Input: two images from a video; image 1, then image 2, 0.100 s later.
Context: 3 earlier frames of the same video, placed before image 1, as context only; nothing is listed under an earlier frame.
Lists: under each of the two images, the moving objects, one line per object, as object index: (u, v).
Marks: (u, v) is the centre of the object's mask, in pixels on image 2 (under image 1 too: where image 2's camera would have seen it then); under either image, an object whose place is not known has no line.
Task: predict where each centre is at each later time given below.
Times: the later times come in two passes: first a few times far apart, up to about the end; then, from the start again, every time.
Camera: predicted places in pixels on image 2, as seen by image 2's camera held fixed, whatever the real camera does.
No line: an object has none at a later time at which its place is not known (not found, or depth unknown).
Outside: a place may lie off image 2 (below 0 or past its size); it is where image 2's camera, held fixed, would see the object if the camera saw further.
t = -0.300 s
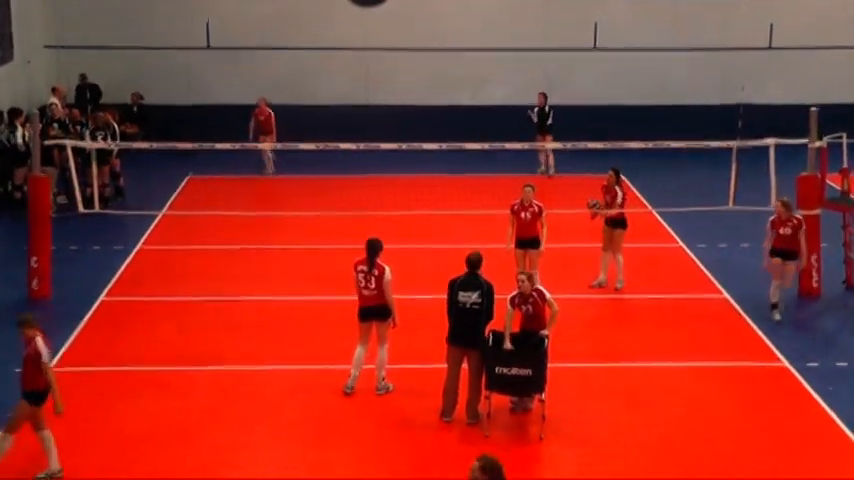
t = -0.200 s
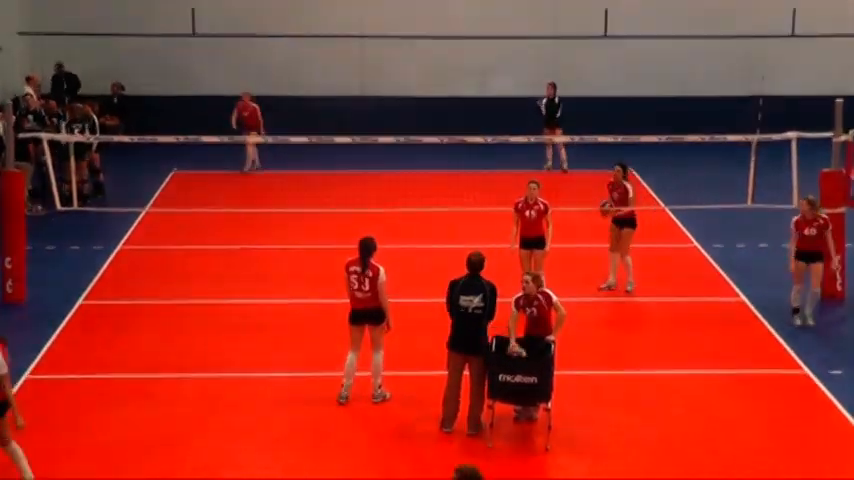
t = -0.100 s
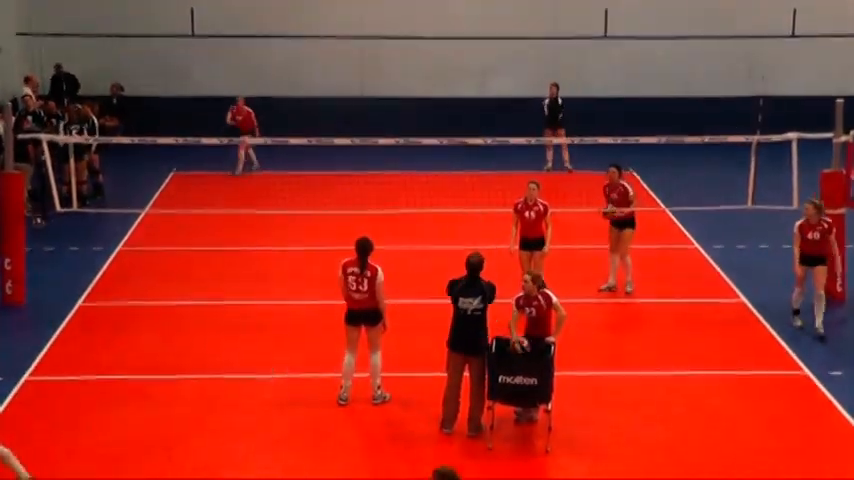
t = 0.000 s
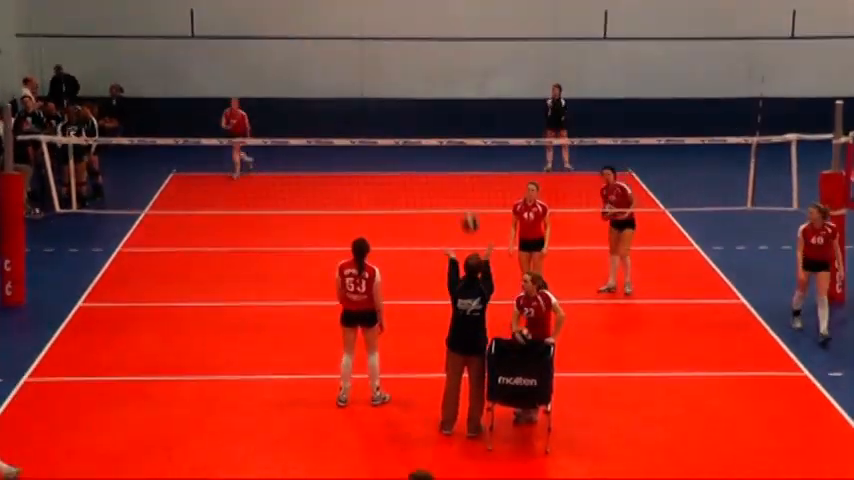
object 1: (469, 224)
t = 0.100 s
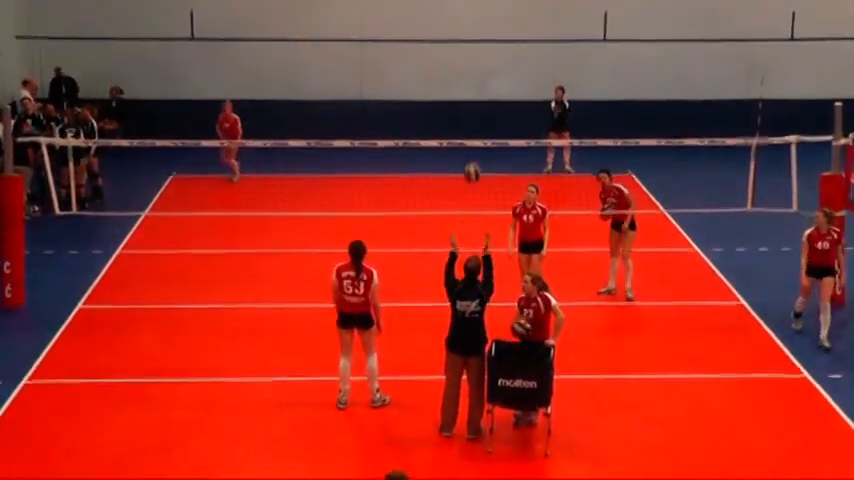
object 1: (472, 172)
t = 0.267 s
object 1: (474, 110)
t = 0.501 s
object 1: (476, 67)
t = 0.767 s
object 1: (477, 77)
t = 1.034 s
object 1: (478, 139)
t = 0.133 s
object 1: (473, 157)
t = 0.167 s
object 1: (472, 143)
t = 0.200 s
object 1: (473, 131)
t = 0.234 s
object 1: (473, 120)
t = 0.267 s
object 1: (474, 110)
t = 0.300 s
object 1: (475, 102)
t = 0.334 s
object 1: (475, 94)
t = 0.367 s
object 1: (475, 87)
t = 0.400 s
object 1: (475, 80)
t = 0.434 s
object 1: (476, 73)
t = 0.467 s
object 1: (475, 71)
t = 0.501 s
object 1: (476, 67)
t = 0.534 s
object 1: (475, 66)
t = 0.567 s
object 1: (475, 64)
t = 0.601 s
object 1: (476, 64)
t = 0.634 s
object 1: (476, 64)
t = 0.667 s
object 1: (476, 66)
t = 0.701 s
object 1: (476, 69)
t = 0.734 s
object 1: (477, 69)
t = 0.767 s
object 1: (477, 77)
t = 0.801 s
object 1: (477, 82)
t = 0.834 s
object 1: (477, 87)
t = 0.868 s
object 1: (478, 94)
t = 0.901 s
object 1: (478, 101)
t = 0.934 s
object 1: (478, 109)
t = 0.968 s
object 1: (478, 118)
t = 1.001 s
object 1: (478, 128)
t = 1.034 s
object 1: (478, 139)
